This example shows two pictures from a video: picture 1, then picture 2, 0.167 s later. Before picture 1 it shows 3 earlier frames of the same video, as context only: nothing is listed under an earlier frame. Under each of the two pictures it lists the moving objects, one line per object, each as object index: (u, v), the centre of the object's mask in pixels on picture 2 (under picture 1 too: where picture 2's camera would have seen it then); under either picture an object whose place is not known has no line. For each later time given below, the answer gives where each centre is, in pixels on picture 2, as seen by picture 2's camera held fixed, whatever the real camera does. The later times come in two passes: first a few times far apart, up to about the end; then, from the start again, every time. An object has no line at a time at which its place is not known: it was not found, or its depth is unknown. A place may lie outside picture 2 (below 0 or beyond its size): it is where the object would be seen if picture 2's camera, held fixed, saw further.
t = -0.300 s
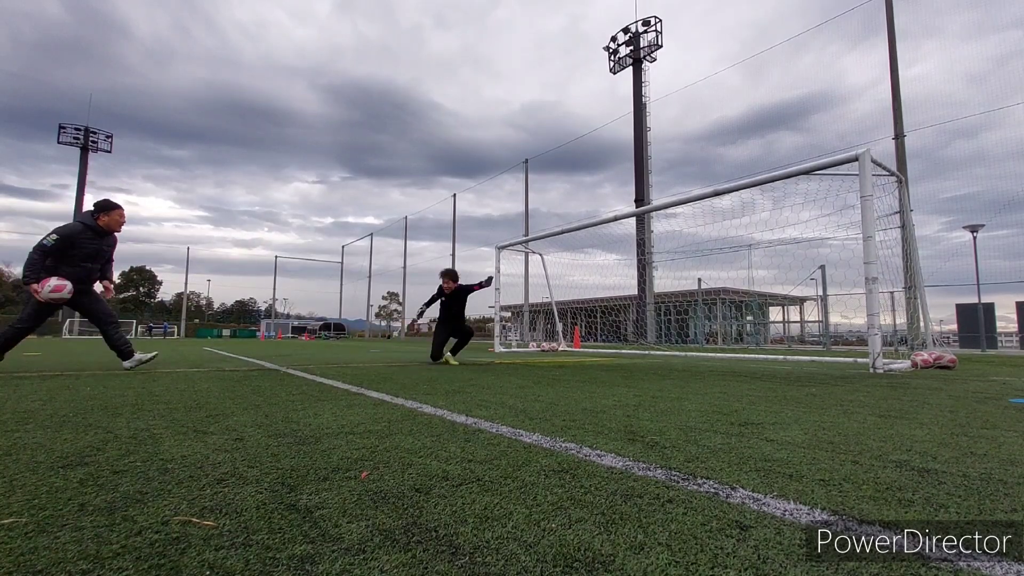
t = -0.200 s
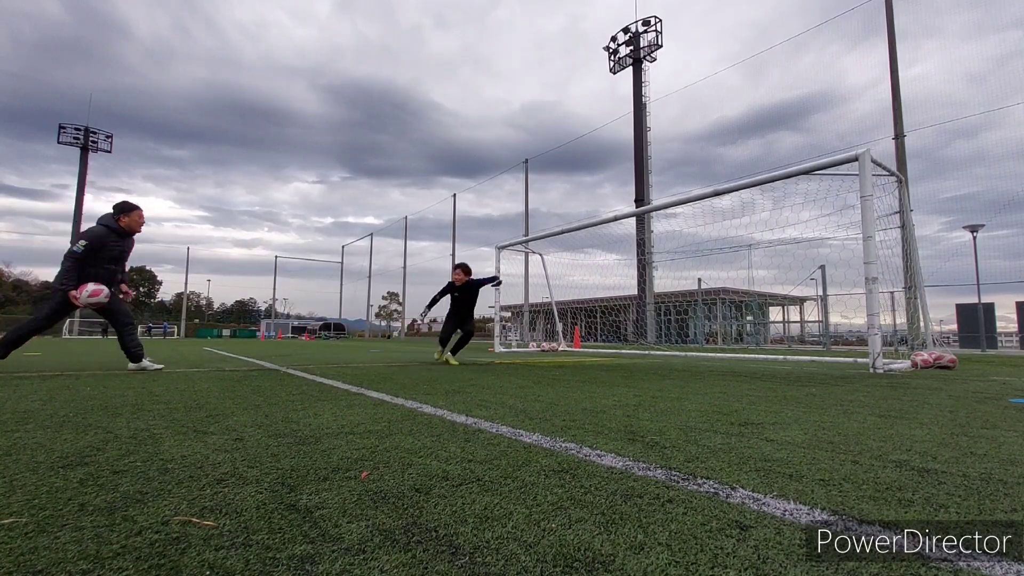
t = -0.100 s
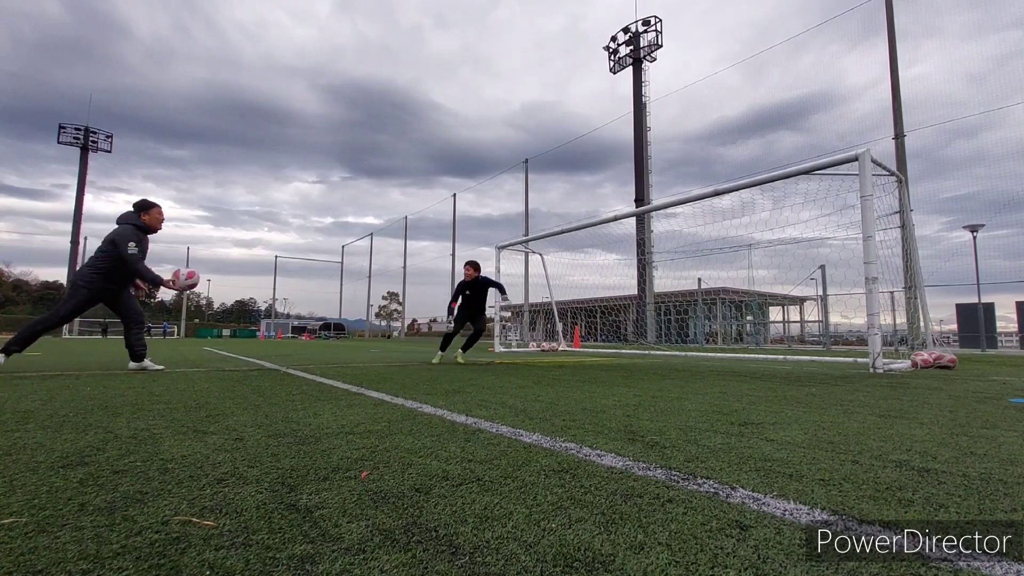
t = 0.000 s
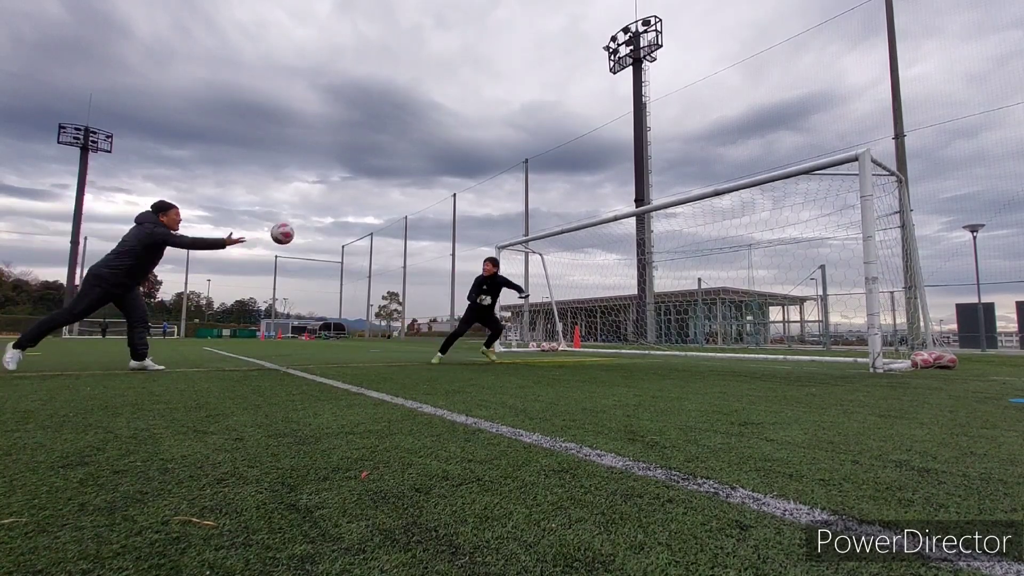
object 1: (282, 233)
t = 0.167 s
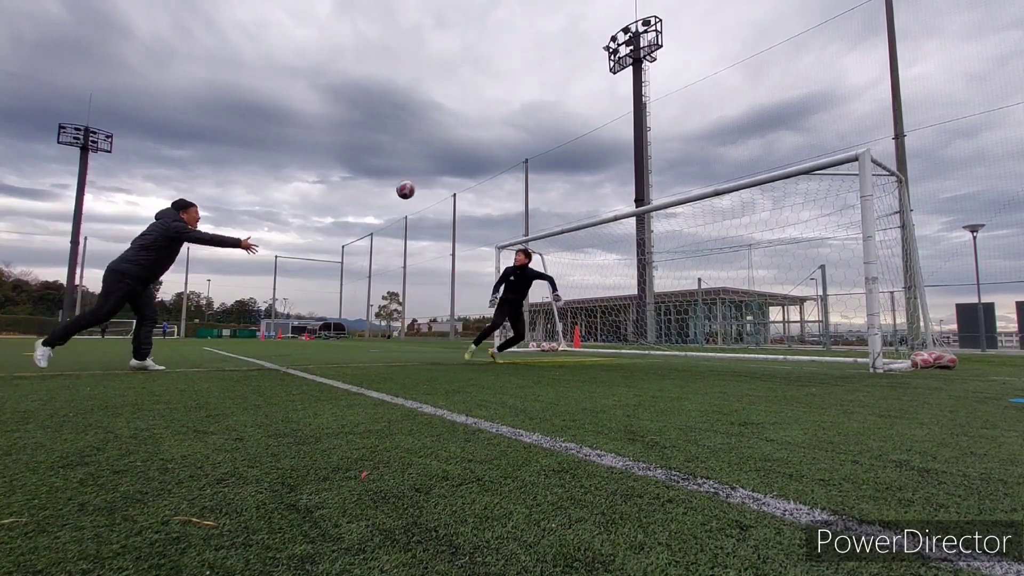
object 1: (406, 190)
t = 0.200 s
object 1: (426, 185)
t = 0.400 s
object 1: (529, 179)
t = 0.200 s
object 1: (426, 185)
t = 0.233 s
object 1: (445, 182)
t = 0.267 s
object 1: (464, 179)
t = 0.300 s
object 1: (481, 178)
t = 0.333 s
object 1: (498, 178)
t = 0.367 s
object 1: (514, 178)
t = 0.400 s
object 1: (529, 179)
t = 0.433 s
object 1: (544, 181)
